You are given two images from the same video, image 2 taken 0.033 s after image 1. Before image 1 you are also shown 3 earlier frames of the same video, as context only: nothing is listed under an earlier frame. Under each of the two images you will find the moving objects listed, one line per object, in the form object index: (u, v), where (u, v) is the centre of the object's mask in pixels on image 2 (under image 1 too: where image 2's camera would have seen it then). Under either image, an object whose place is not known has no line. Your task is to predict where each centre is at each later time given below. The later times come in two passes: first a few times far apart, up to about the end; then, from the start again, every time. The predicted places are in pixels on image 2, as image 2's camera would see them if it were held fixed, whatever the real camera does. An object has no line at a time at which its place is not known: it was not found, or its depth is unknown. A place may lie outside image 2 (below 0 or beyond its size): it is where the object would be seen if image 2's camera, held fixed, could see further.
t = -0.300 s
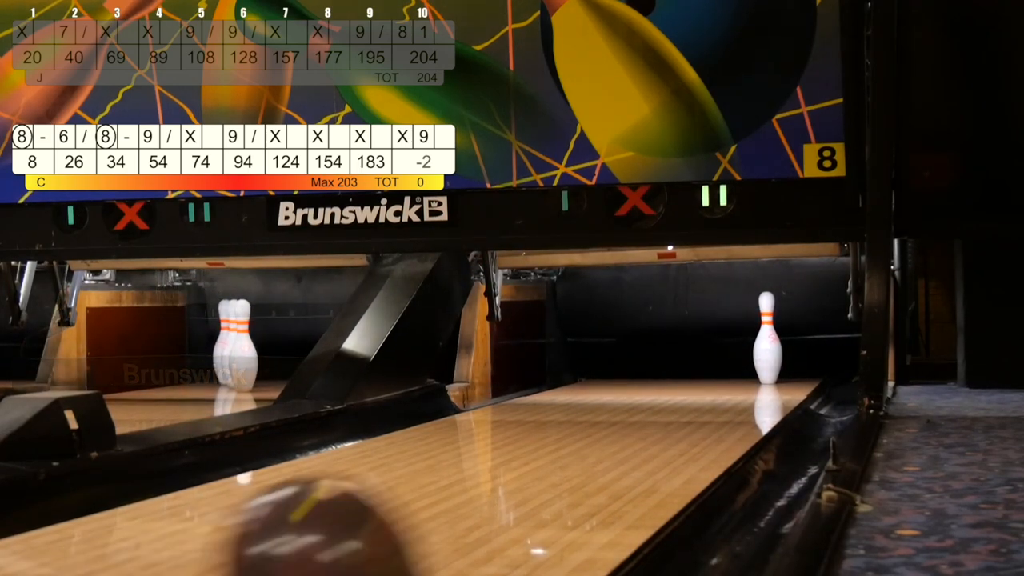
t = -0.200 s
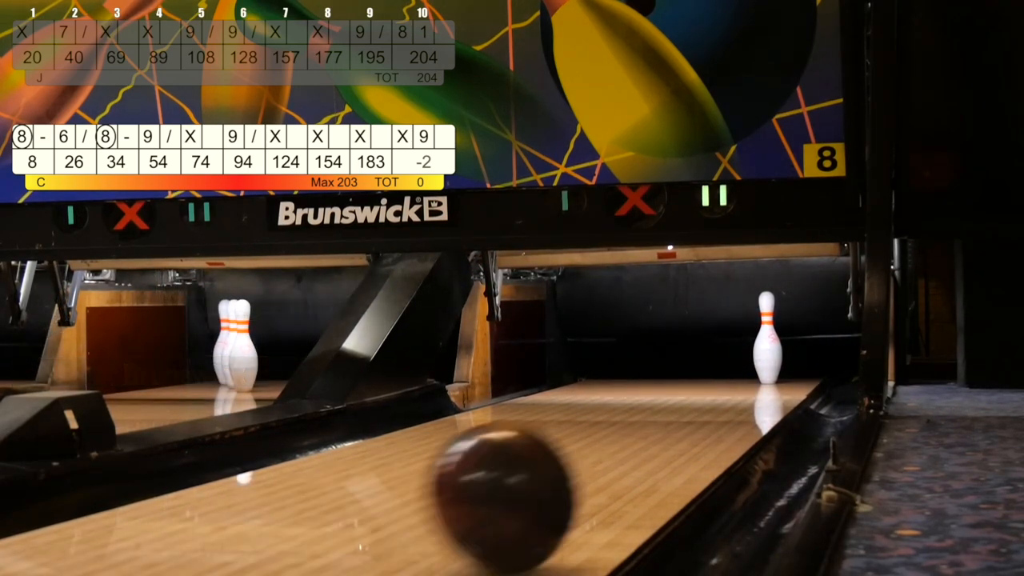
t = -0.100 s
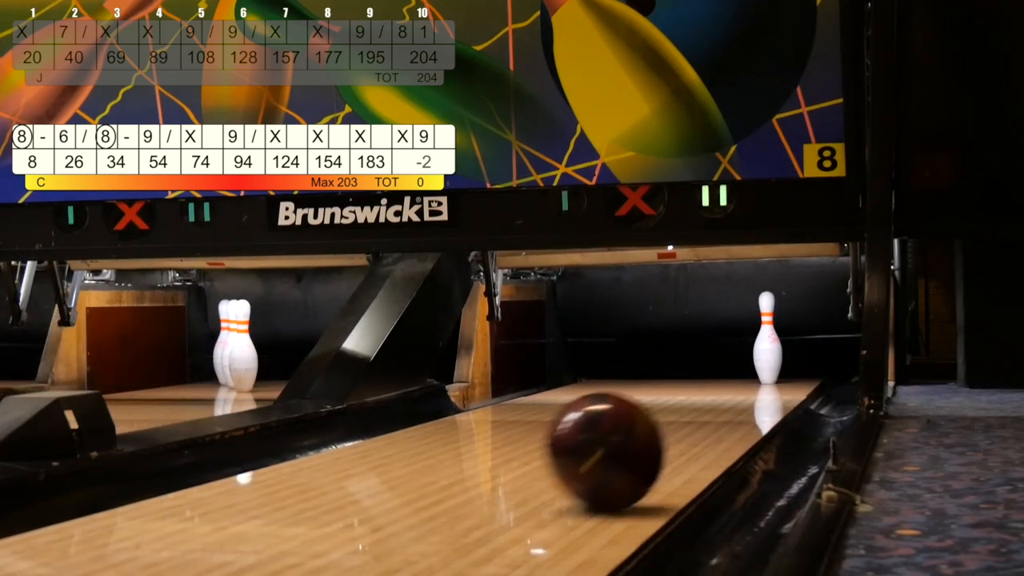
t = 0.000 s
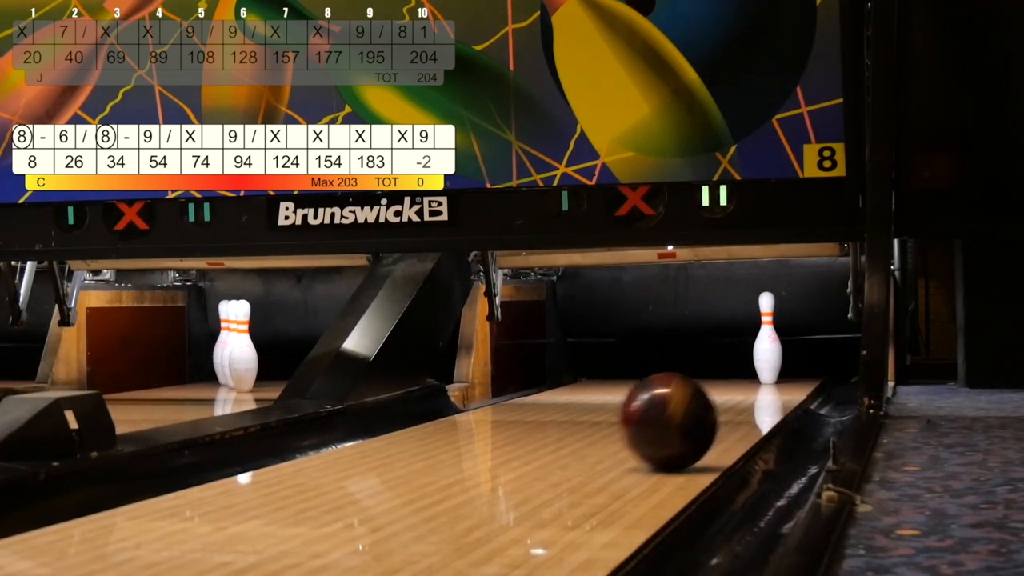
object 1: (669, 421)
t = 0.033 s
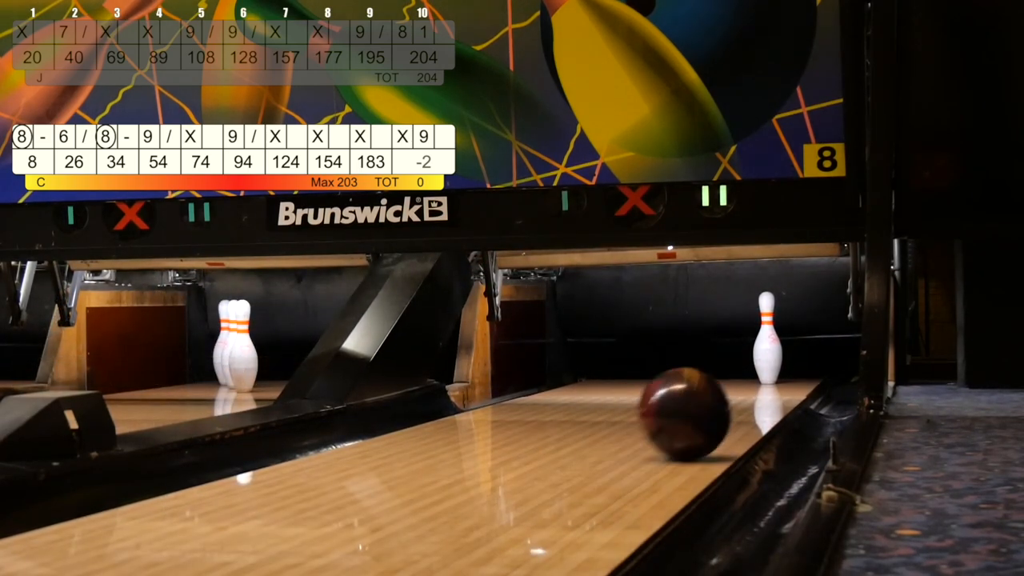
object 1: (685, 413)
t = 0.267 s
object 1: (753, 378)
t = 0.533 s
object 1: (792, 357)
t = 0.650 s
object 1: (814, 352)
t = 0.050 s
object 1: (692, 410)
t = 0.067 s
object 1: (699, 407)
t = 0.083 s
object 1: (705, 403)
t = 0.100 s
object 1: (711, 401)
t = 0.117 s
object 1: (717, 397)
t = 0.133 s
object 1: (722, 395)
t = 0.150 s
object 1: (726, 392)
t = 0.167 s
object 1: (731, 390)
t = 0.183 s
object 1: (735, 387)
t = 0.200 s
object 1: (739, 385)
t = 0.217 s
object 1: (743, 383)
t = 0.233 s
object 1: (746, 381)
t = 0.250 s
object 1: (750, 379)
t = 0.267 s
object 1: (753, 378)
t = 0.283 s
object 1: (756, 376)
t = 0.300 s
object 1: (759, 374)
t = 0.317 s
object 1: (762, 372)
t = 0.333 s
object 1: (765, 371)
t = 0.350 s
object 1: (768, 370)
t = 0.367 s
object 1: (770, 368)
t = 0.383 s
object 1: (772, 367)
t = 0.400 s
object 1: (774, 366)
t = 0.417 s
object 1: (776, 364)
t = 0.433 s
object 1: (777, 363)
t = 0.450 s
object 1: (779, 362)
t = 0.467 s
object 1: (779, 361)
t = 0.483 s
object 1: (779, 360)
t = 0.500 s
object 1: (782, 359)
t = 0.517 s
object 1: (786, 358)
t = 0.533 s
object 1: (792, 357)
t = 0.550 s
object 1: (796, 356)
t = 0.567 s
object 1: (799, 356)
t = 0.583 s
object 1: (801, 354)
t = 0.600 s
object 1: (804, 354)
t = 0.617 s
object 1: (808, 353)
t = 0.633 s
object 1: (812, 352)
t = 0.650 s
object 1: (814, 352)
